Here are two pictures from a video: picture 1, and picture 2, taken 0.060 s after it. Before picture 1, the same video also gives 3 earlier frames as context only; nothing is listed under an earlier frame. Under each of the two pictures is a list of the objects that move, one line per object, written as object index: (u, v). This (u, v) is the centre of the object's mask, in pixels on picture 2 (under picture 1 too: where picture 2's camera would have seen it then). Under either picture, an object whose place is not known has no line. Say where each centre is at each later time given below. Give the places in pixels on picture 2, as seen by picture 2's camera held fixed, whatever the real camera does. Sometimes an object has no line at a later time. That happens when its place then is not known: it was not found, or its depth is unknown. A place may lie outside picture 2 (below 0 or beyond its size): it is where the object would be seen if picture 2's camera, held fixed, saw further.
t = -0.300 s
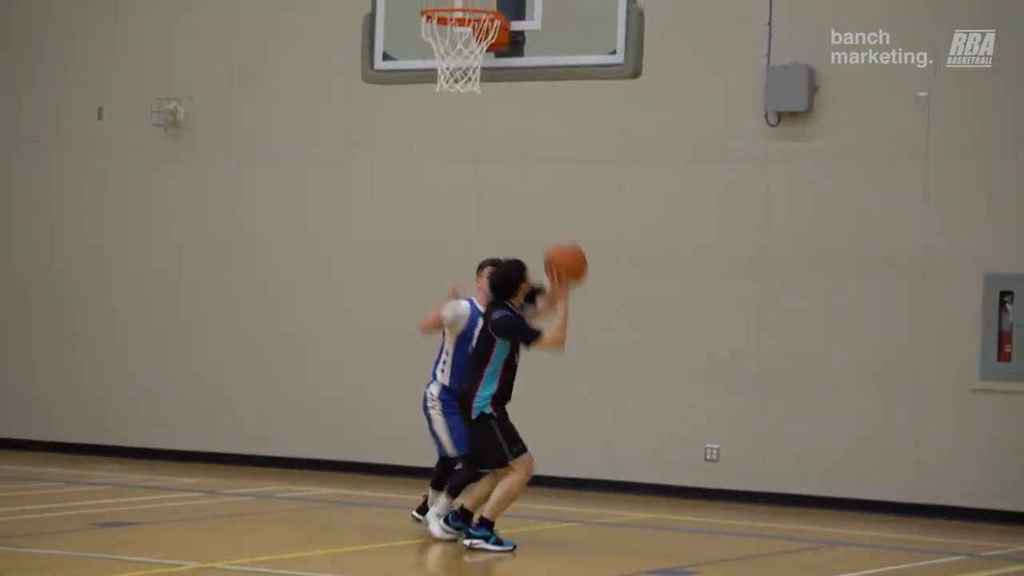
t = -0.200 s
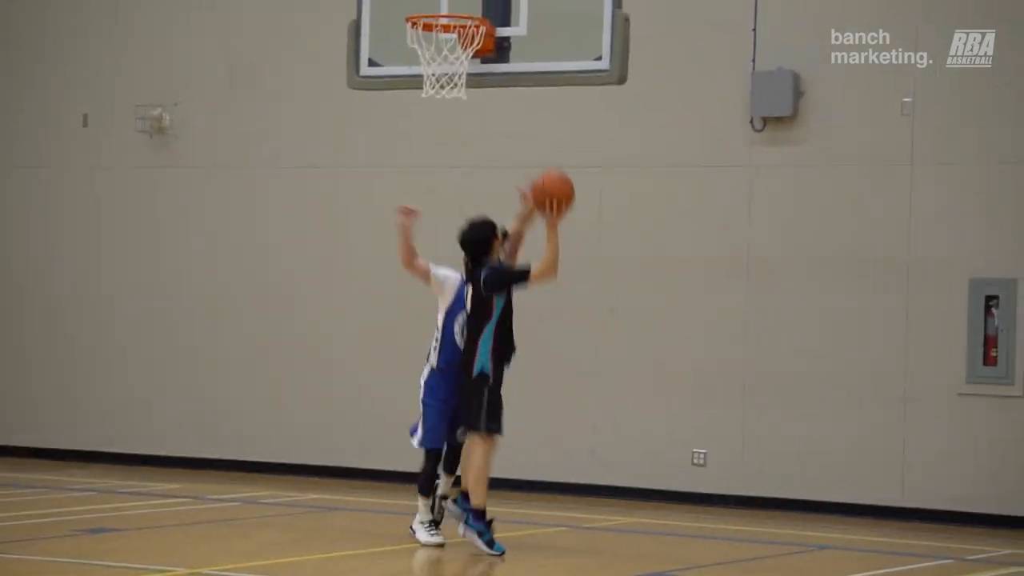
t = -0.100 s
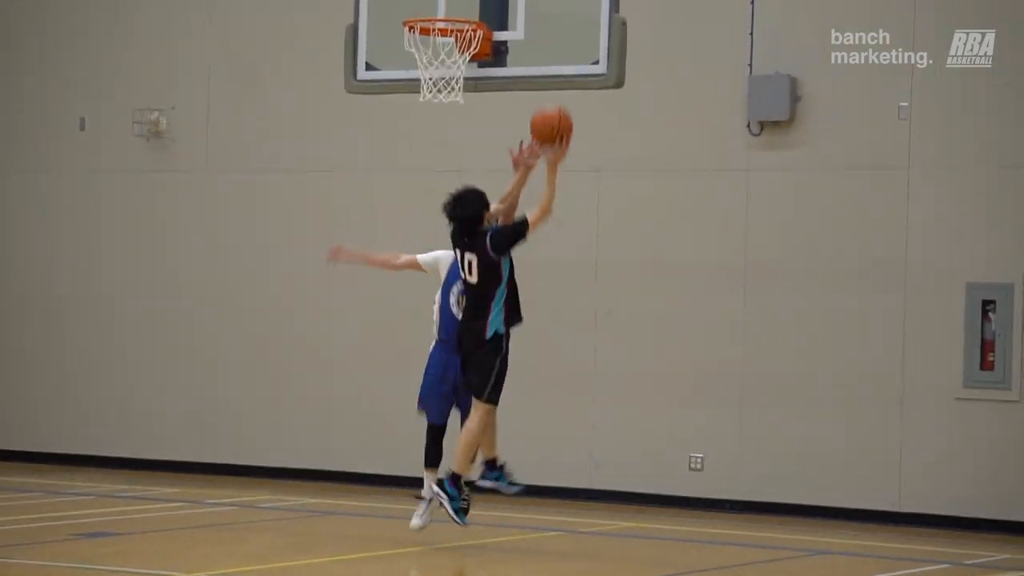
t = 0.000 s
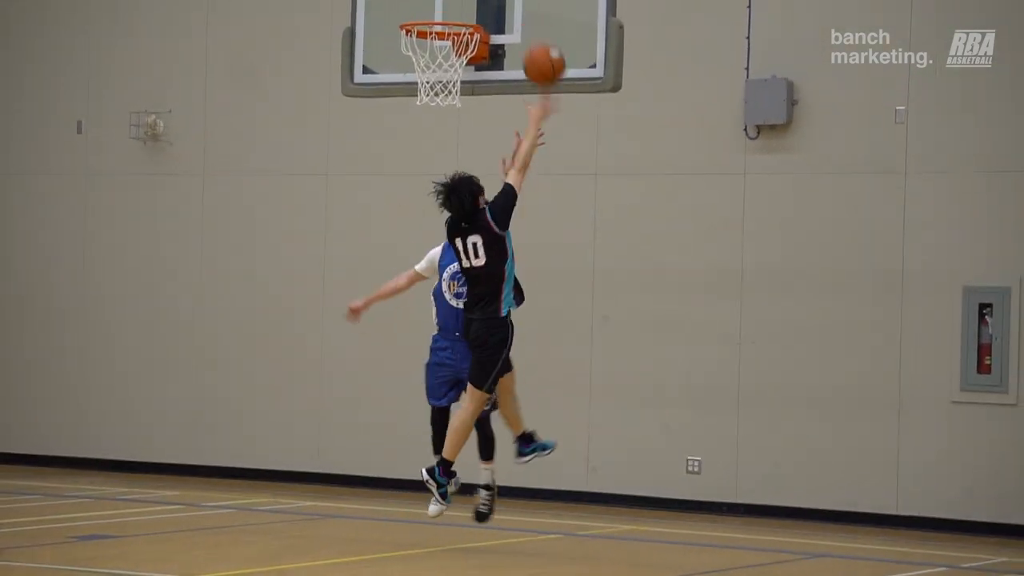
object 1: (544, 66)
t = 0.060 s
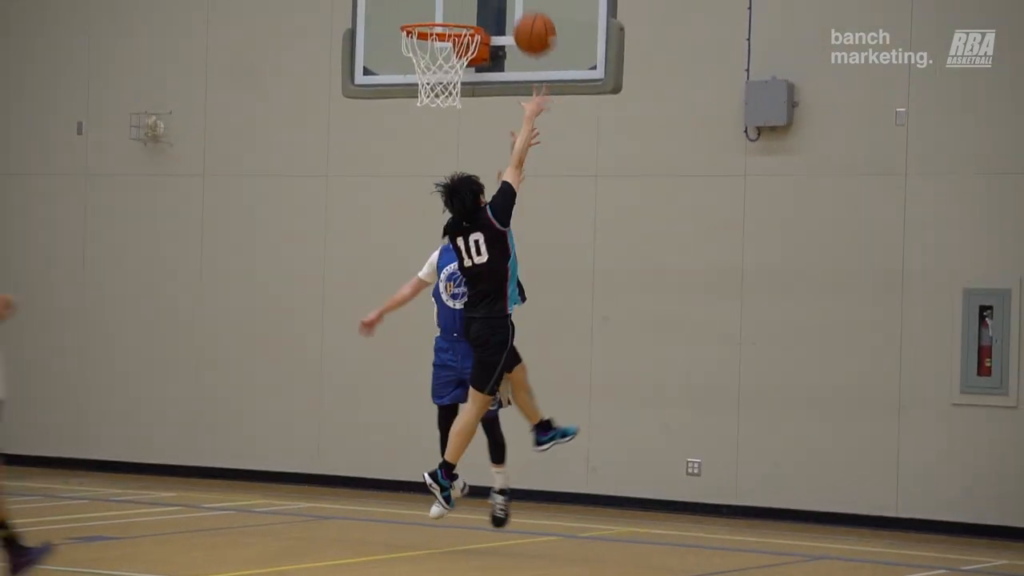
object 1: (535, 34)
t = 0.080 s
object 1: (531, 24)
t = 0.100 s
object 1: (528, 16)
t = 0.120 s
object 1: (525, 10)
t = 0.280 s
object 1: (498, -35)
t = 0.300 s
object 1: (494, -35)
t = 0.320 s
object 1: (490, -35)
